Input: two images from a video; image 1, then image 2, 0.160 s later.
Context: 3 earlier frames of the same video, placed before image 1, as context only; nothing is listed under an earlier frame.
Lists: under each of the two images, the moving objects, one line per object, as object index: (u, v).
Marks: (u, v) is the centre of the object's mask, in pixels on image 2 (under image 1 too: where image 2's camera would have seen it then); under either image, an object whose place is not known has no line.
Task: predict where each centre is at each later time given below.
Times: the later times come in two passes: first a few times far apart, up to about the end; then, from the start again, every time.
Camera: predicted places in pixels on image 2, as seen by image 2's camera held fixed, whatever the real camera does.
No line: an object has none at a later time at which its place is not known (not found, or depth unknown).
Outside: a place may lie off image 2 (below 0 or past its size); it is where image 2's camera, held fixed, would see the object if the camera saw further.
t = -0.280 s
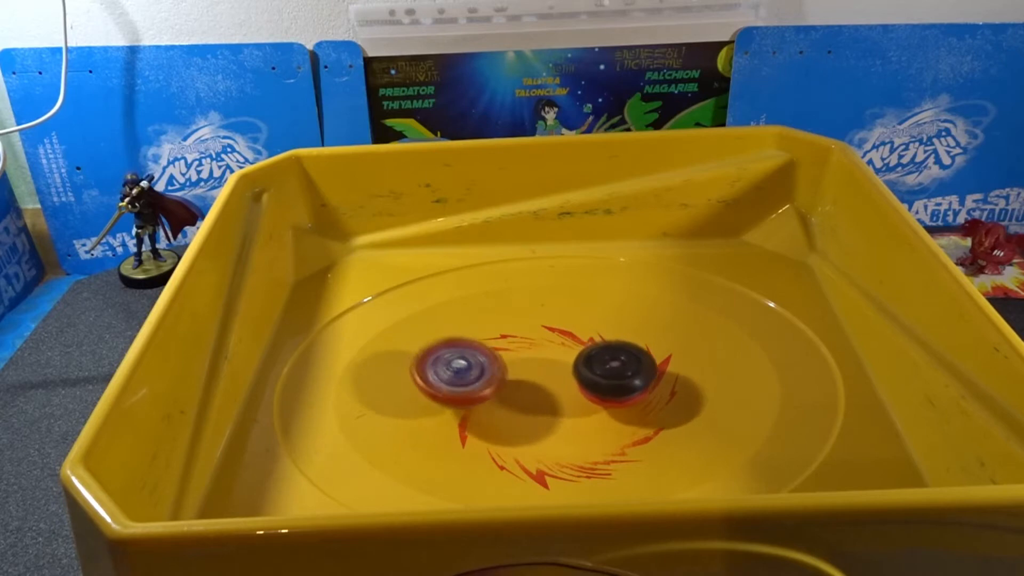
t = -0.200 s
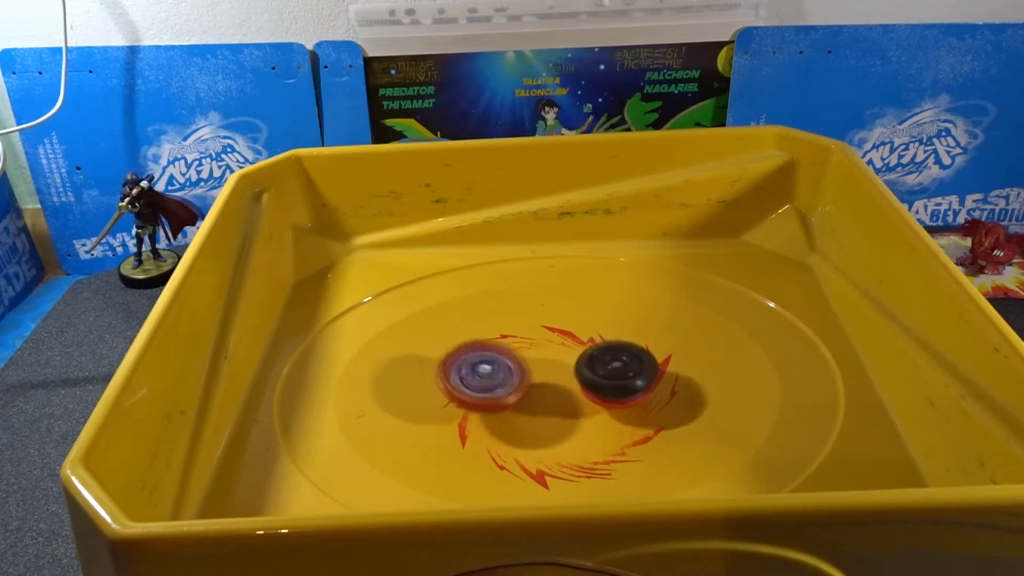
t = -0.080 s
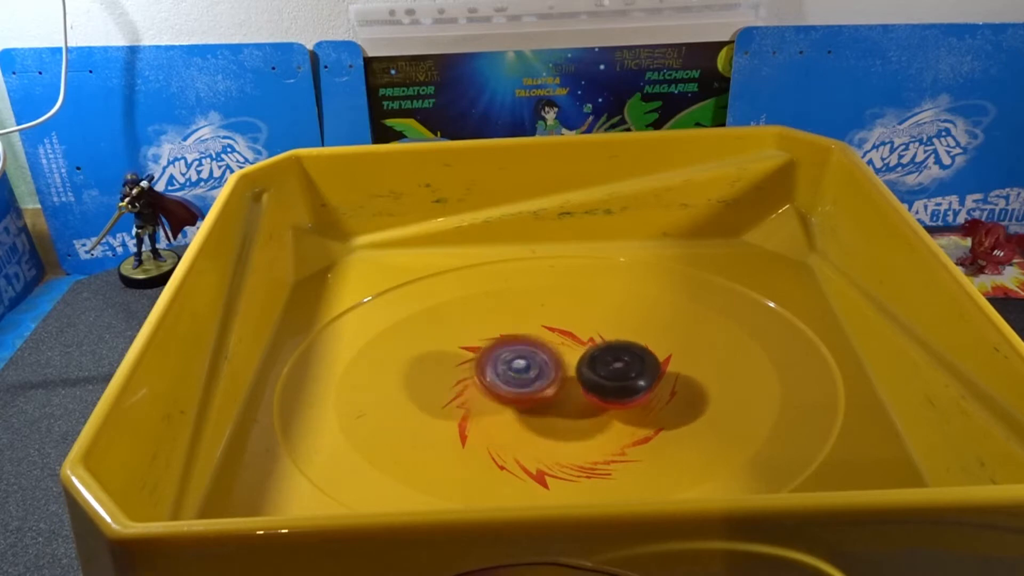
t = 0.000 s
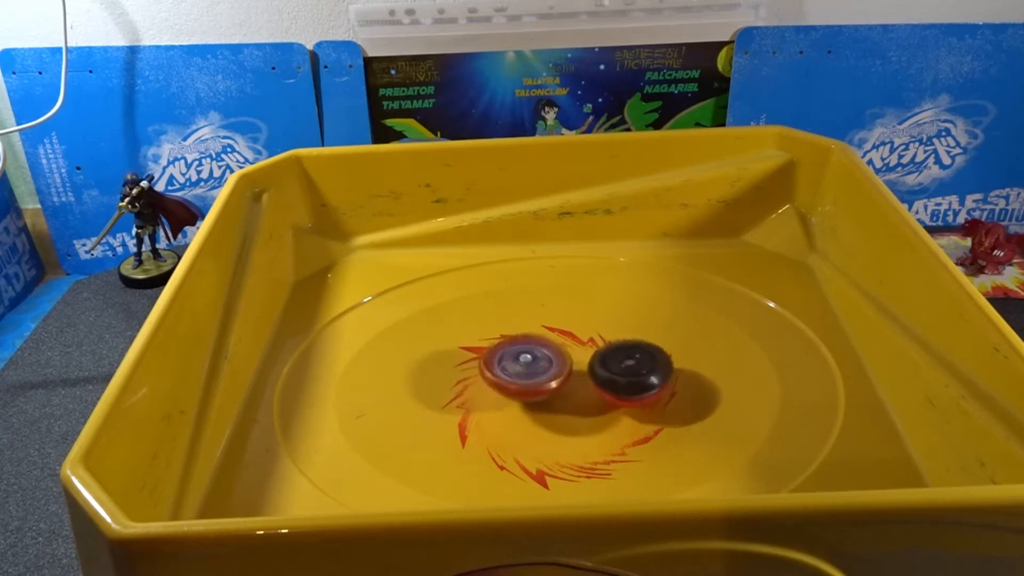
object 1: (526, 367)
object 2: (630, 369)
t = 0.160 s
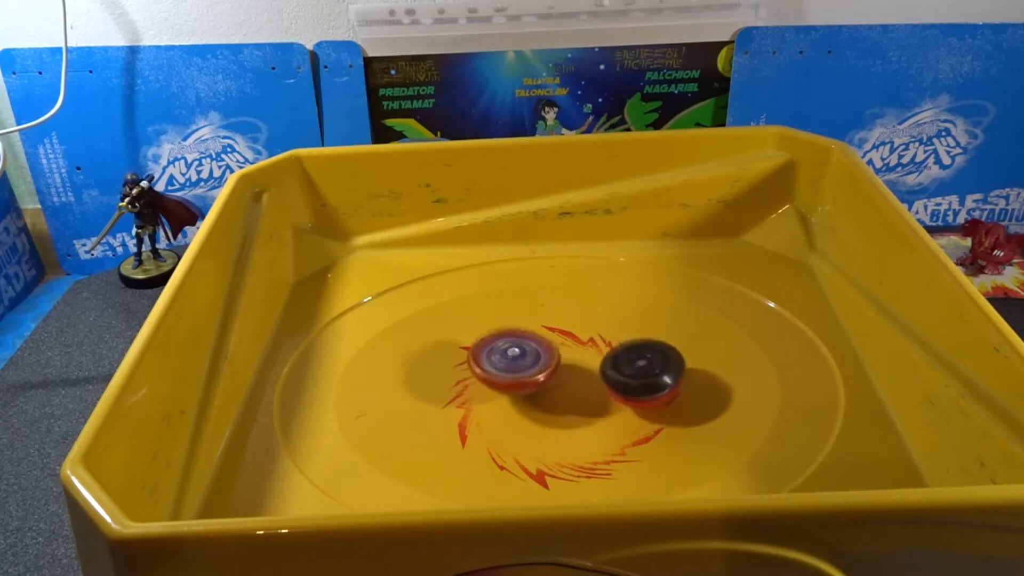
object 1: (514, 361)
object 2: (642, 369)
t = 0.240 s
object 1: (509, 359)
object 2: (643, 369)
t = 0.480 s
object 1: (507, 356)
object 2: (626, 372)
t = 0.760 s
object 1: (493, 353)
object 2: (593, 375)
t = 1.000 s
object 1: (472, 372)
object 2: (584, 384)
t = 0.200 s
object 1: (512, 360)
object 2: (643, 369)
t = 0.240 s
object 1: (509, 359)
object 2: (643, 369)
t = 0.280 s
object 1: (509, 358)
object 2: (643, 370)
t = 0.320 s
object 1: (508, 357)
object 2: (641, 370)
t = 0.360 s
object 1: (506, 356)
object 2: (639, 370)
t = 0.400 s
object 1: (506, 356)
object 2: (635, 371)
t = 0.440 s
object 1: (507, 356)
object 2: (631, 372)
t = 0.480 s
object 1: (507, 356)
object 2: (626, 372)
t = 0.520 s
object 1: (509, 355)
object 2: (621, 373)
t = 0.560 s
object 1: (510, 355)
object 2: (615, 372)
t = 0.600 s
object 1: (511, 355)
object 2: (608, 372)
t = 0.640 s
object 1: (513, 355)
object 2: (601, 373)
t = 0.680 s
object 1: (509, 354)
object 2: (599, 373)
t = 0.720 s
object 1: (501, 353)
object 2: (597, 374)
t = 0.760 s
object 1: (493, 353)
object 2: (593, 375)
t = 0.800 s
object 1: (487, 354)
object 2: (589, 376)
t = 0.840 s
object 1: (481, 357)
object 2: (585, 377)
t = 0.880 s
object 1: (479, 360)
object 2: (582, 378)
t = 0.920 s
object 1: (478, 365)
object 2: (578, 380)
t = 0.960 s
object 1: (481, 370)
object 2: (575, 382)
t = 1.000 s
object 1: (472, 372)
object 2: (584, 384)
